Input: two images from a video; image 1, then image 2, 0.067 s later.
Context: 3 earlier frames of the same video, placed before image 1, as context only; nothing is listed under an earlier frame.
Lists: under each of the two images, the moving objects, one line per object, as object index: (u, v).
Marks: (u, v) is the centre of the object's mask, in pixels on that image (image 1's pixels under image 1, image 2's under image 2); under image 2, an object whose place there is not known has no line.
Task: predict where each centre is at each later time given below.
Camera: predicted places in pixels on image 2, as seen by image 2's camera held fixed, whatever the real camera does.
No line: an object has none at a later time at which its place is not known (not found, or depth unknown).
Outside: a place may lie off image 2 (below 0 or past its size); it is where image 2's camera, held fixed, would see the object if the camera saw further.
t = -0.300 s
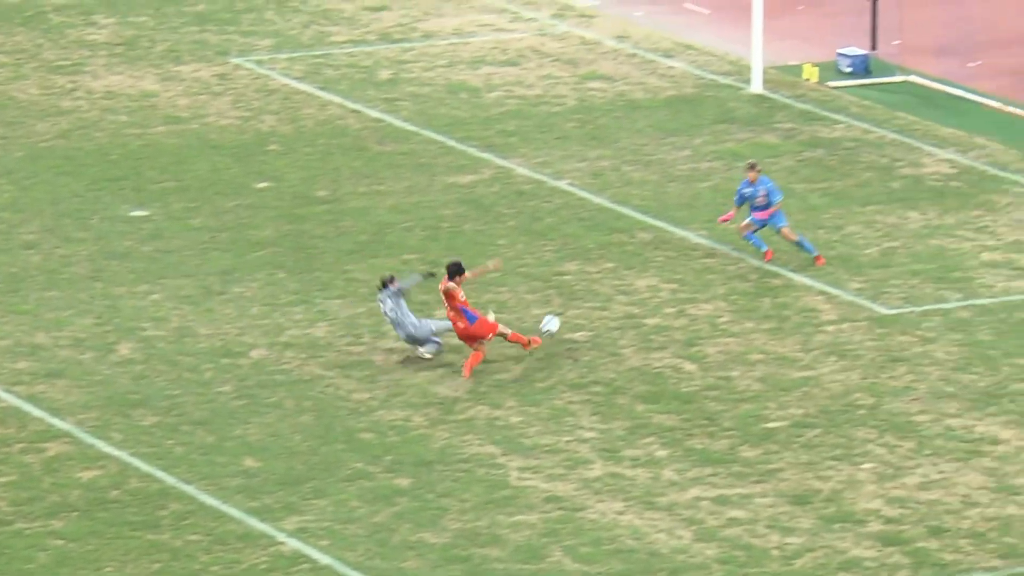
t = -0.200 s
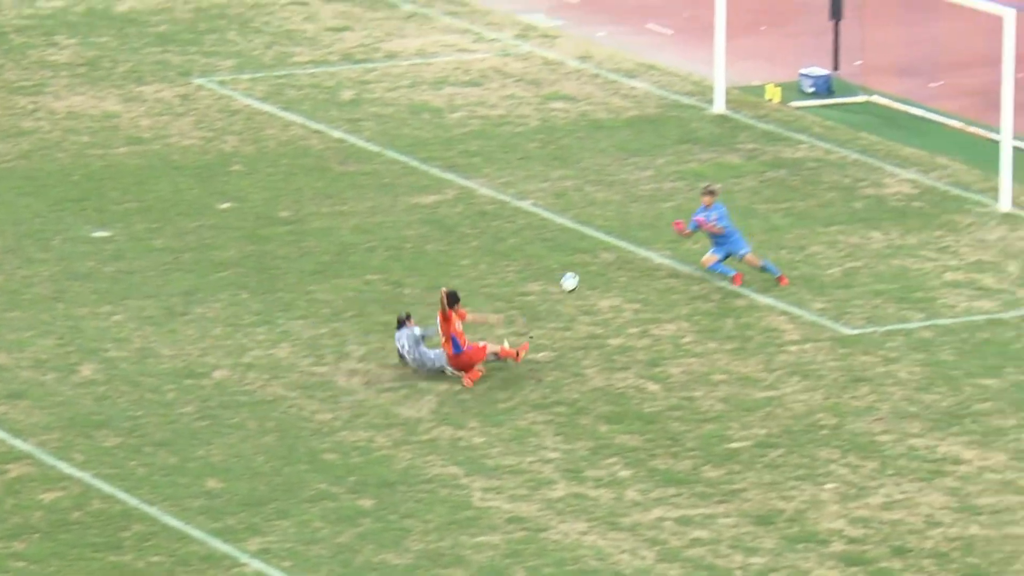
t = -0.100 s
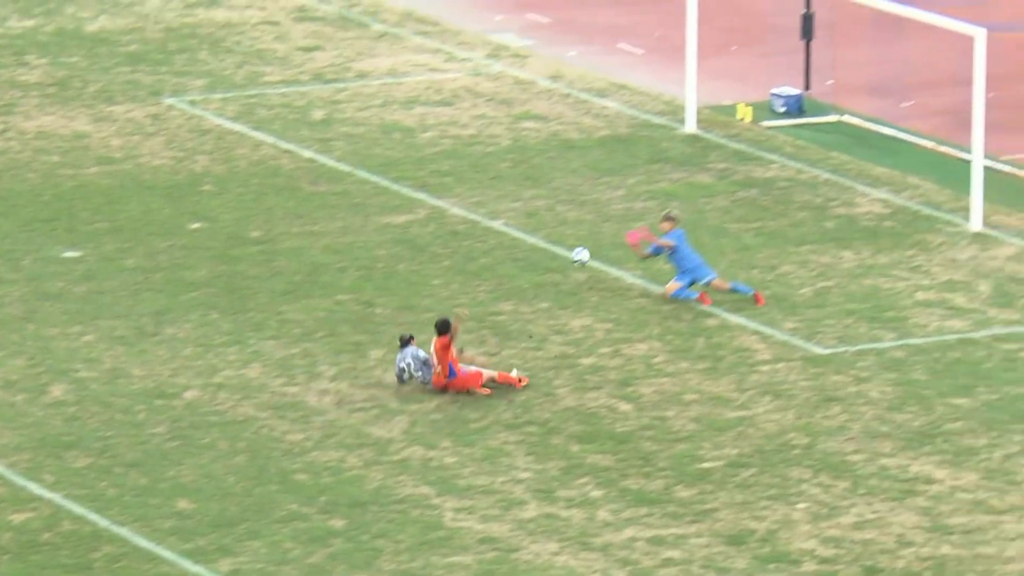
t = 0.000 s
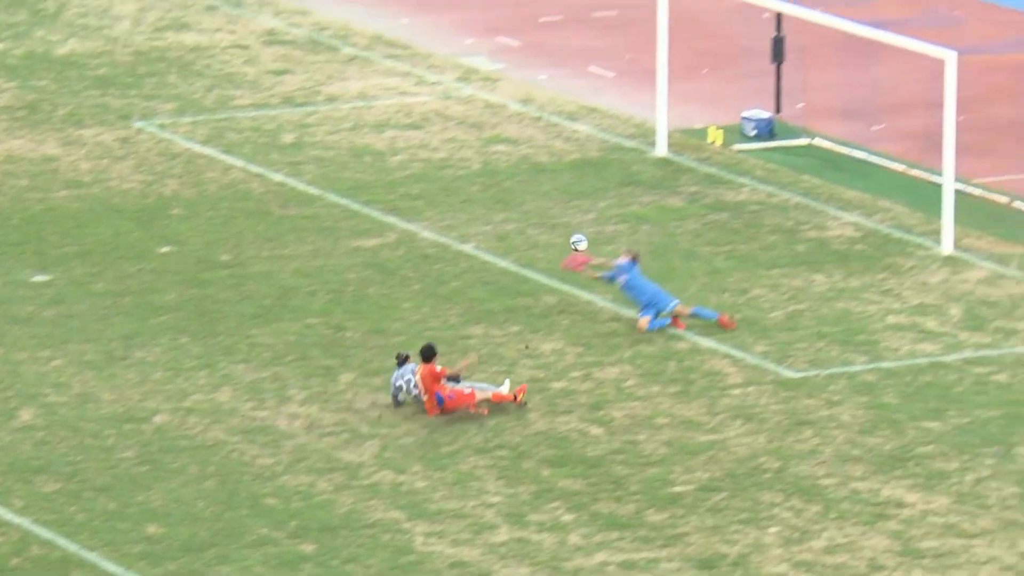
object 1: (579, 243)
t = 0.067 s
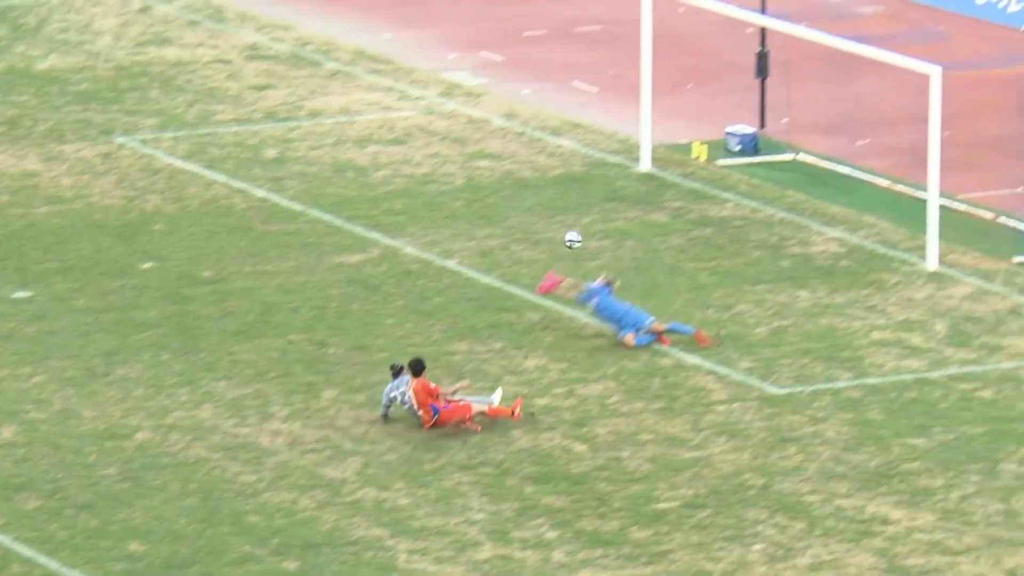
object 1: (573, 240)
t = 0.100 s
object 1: (578, 229)
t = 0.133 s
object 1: (581, 223)
